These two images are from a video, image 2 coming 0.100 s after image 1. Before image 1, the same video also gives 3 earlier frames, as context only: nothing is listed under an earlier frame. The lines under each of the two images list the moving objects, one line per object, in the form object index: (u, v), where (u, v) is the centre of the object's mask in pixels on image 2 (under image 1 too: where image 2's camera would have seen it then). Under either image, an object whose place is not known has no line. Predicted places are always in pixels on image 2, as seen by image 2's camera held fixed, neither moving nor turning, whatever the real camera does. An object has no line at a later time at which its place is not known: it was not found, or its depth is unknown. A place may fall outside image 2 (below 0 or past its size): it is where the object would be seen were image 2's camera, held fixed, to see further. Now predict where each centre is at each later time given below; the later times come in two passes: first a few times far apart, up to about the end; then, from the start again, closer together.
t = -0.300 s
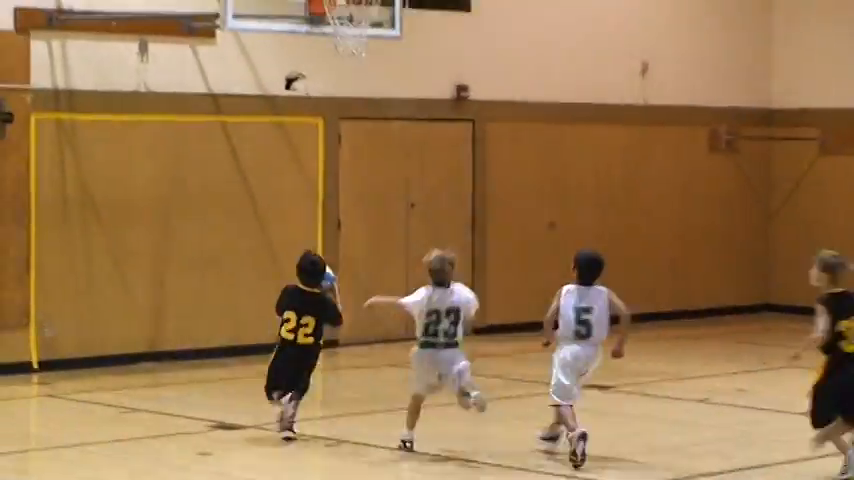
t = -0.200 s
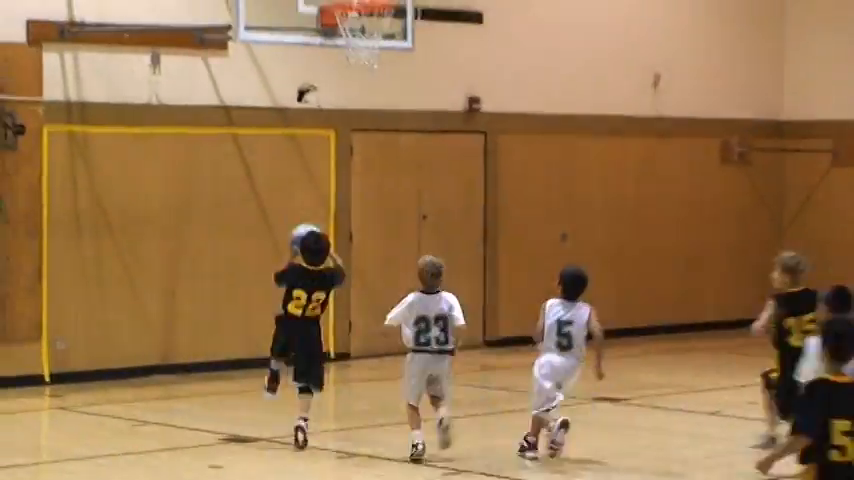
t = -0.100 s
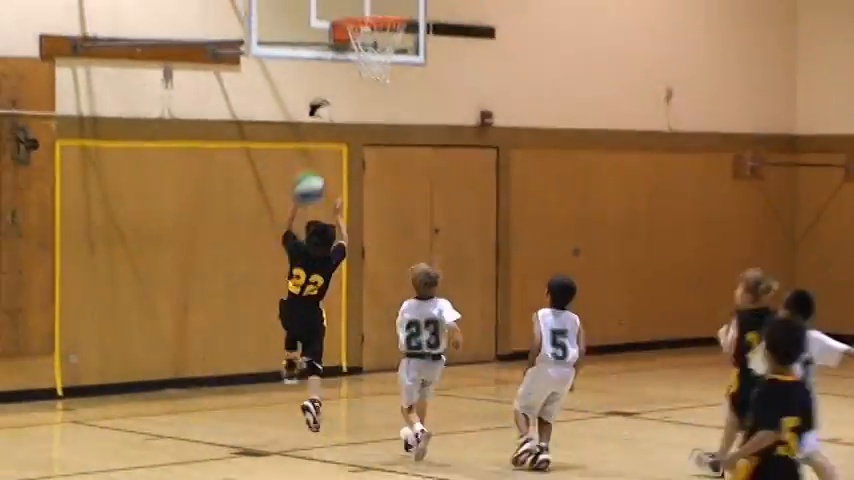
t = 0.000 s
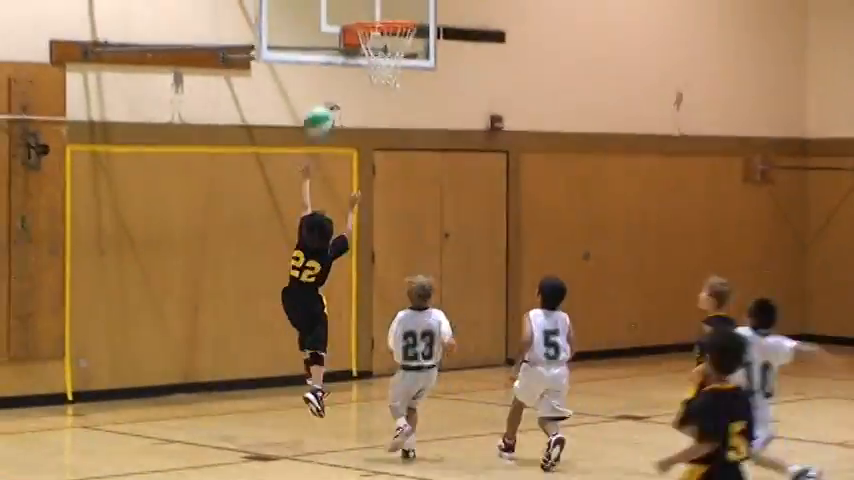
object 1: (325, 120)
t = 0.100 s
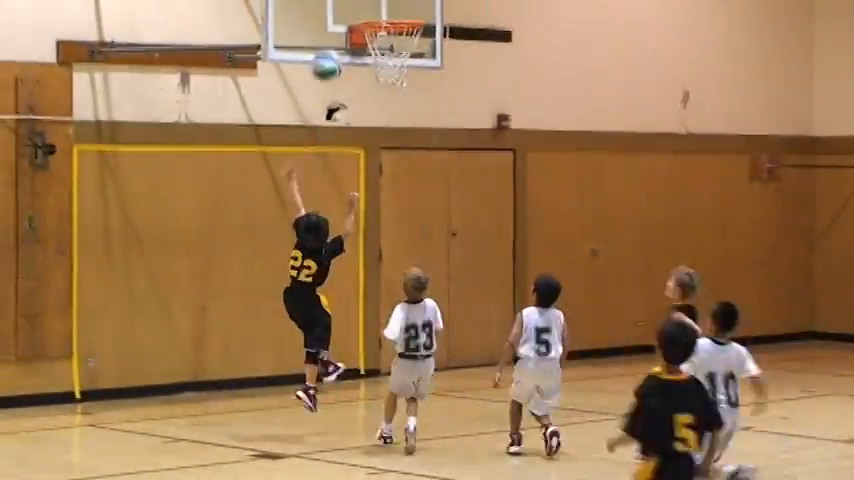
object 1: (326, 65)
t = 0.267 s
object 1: (329, 7)
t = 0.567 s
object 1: (387, 12)
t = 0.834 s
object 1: (433, 10)
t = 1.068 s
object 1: (472, 38)
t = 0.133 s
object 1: (327, 49)
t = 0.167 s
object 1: (328, 36)
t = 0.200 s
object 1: (329, 25)
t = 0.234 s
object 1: (329, 12)
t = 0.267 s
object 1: (329, 7)
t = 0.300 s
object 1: (329, 6)
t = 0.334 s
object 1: (328, 0)
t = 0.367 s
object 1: (330, -3)
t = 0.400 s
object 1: (333, -1)
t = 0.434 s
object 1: (343, -1)
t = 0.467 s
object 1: (352, 0)
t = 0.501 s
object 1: (365, 3)
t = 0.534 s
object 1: (379, 7)
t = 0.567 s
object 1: (387, 12)
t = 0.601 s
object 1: (394, 14)
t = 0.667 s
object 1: (406, 13)
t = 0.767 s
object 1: (422, 9)
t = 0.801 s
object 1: (428, 10)
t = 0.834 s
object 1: (433, 10)
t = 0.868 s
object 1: (438, 11)
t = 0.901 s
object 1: (444, 15)
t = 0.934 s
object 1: (450, 18)
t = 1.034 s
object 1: (465, 31)
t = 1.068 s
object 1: (472, 38)
